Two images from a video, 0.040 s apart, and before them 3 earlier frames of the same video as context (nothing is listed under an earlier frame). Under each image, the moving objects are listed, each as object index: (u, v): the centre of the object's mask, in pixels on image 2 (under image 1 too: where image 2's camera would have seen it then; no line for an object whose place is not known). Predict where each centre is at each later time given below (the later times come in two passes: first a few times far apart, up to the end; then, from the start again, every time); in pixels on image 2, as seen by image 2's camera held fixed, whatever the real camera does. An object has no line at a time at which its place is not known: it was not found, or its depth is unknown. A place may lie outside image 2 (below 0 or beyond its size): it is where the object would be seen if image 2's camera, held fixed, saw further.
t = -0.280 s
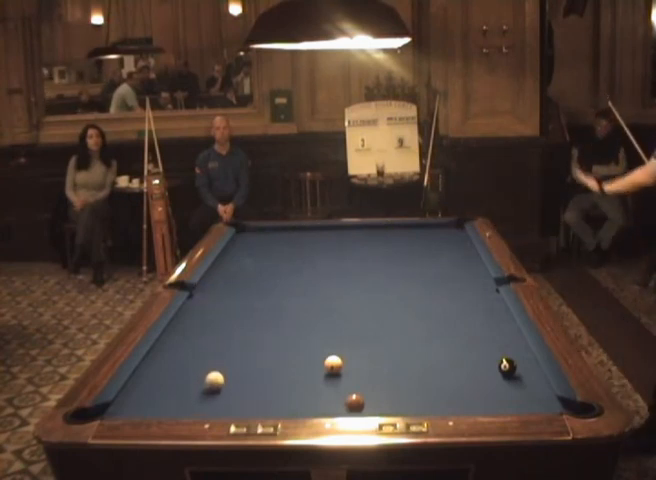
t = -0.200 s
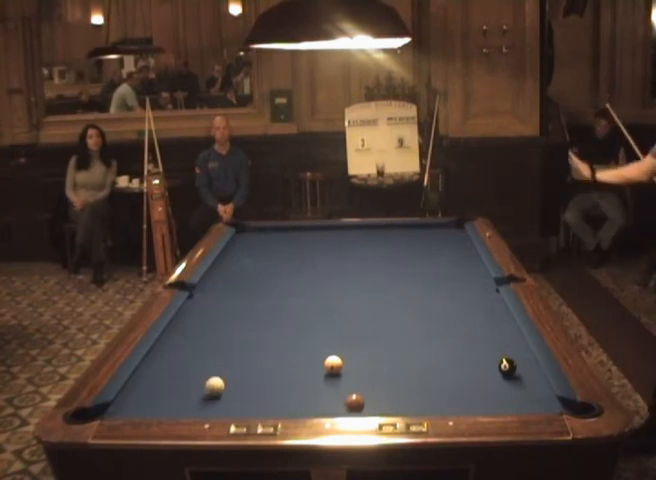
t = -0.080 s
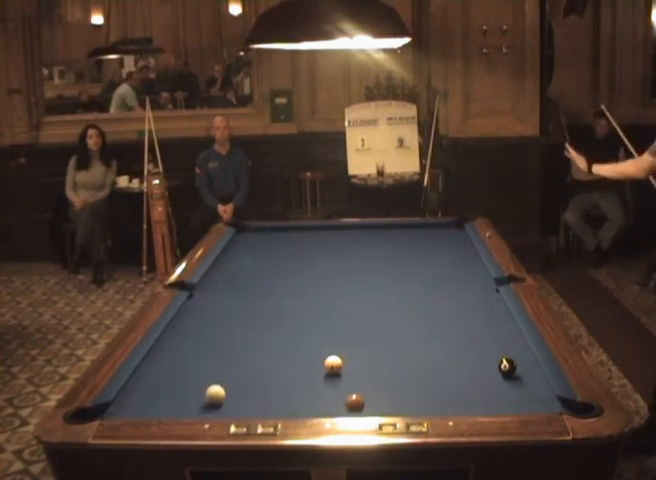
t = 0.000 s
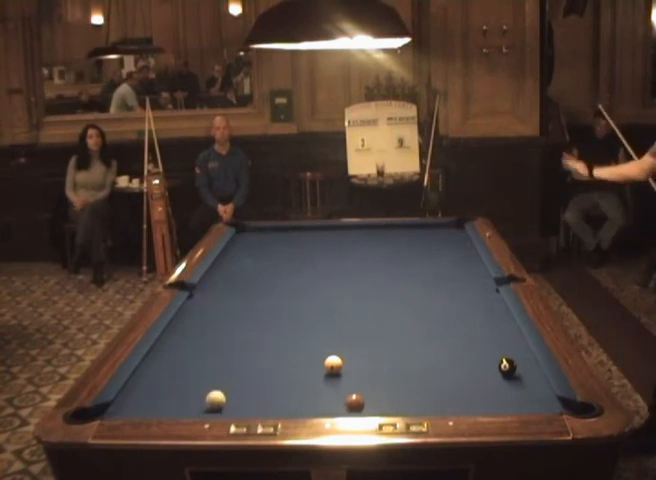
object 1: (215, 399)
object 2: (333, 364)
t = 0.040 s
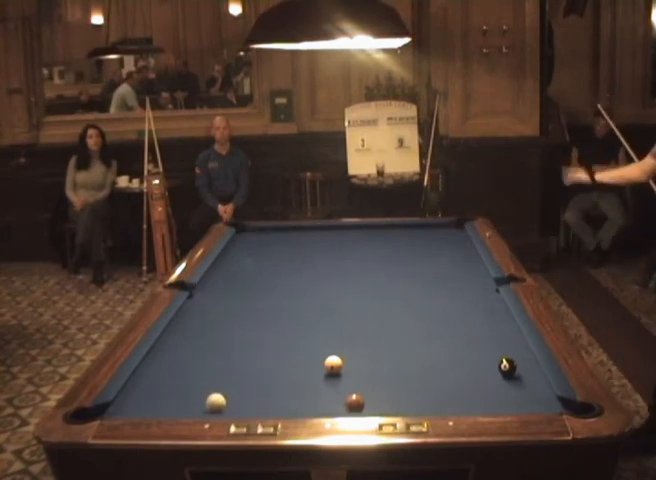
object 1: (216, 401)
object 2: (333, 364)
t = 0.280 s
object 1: (227, 404)
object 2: (333, 364)
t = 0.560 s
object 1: (249, 397)
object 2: (333, 364)
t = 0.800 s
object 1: (266, 389)
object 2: (333, 364)
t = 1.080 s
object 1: (283, 381)
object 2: (333, 364)
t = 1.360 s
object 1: (298, 375)
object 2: (333, 364)
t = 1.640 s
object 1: (311, 369)
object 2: (333, 364)
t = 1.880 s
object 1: (315, 366)
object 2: (338, 363)
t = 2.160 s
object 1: (316, 363)
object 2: (345, 362)
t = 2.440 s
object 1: (316, 360)
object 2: (350, 361)
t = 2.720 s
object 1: (316, 359)
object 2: (353, 361)
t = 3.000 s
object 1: (316, 359)
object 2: (355, 361)
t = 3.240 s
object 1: (316, 359)
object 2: (355, 361)
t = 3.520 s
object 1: (316, 359)
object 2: (354, 361)
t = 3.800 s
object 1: (316, 359)
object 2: (354, 361)
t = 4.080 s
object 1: (316, 359)
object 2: (354, 361)
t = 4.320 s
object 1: (316, 359)
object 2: (354, 361)
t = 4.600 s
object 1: (316, 359)
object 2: (354, 361)
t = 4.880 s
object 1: (316, 359)
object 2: (354, 361)
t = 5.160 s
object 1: (316, 359)
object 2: (354, 361)
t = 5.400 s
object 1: (316, 359)
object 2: (354, 361)
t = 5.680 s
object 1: (316, 359)
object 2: (354, 361)
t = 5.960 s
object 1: (316, 359)
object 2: (354, 361)
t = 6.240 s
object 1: (316, 359)
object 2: (354, 361)
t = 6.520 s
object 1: (316, 359)
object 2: (354, 361)
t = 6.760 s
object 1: (316, 359)
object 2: (354, 361)
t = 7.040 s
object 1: (316, 359)
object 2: (354, 361)
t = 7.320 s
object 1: (316, 359)
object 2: (354, 361)
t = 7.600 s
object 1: (316, 359)
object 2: (354, 361)
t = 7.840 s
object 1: (316, 359)
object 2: (354, 361)
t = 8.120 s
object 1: (316, 359)
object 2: (354, 361)
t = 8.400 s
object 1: (316, 359)
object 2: (354, 361)
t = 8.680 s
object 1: (316, 359)
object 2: (354, 361)
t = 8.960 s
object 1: (316, 359)
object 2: (355, 361)
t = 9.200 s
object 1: (316, 359)
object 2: (355, 361)
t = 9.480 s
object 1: (316, 359)
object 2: (354, 361)
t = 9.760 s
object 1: (316, 359)
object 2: (355, 361)
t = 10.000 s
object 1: (316, 359)
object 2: (355, 361)
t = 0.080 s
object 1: (216, 404)
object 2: (333, 364)
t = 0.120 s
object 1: (216, 406)
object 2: (333, 364)
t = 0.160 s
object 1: (216, 408)
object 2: (333, 364)
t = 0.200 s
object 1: (220, 406)
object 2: (333, 364)
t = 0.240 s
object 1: (224, 405)
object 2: (333, 364)
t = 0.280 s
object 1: (227, 404)
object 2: (333, 364)
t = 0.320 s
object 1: (230, 403)
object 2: (333, 364)
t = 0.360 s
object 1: (234, 402)
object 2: (333, 364)
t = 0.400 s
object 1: (237, 401)
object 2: (333, 364)
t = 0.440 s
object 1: (240, 400)
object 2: (333, 364)
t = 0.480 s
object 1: (242, 400)
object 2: (333, 364)
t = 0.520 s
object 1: (246, 399)
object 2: (333, 364)
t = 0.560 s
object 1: (249, 397)
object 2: (333, 364)
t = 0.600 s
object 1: (251, 396)
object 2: (333, 364)
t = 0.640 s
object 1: (255, 394)
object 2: (333, 364)
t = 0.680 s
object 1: (257, 393)
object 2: (333, 364)
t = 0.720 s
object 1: (260, 391)
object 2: (333, 364)
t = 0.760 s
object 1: (263, 390)
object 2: (333, 364)
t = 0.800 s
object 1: (266, 389)
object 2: (333, 364)
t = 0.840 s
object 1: (268, 388)
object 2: (333, 364)
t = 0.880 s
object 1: (271, 387)
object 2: (333, 364)
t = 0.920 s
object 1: (273, 386)
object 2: (333, 364)
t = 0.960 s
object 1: (276, 385)
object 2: (333, 364)
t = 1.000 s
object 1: (278, 383)
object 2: (333, 364)
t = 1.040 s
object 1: (281, 383)
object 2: (333, 364)
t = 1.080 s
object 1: (283, 381)
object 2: (333, 364)
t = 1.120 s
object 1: (285, 380)
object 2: (333, 364)
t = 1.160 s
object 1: (288, 380)
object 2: (333, 364)
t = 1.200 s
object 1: (290, 379)
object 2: (333, 364)
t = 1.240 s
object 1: (292, 377)
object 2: (333, 364)
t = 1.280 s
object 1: (294, 376)
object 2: (333, 364)
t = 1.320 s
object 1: (296, 376)
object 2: (333, 364)
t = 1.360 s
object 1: (298, 375)
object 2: (333, 364)
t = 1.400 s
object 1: (300, 374)
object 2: (333, 364)
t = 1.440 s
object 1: (302, 373)
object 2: (333, 364)
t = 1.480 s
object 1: (304, 372)
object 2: (333, 364)
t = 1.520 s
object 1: (306, 371)
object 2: (333, 364)
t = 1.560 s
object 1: (308, 371)
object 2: (333, 364)
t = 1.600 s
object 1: (310, 369)
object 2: (333, 364)
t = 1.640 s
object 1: (311, 369)
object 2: (333, 364)
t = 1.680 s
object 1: (313, 368)
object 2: (333, 364)
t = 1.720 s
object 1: (314, 368)
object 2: (333, 364)
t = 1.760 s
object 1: (315, 367)
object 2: (334, 364)
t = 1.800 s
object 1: (315, 367)
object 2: (335, 364)
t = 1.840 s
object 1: (315, 366)
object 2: (336, 364)
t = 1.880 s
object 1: (315, 366)
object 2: (338, 363)
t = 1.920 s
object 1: (316, 365)
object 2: (339, 363)
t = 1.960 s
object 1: (316, 365)
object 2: (340, 363)
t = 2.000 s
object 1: (316, 364)
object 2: (341, 363)
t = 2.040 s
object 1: (316, 363)
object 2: (342, 363)
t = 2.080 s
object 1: (316, 363)
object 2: (343, 363)
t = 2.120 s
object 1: (316, 363)
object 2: (344, 362)
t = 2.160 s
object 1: (316, 363)
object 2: (345, 362)
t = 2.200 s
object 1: (316, 362)
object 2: (345, 362)
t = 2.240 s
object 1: (317, 362)
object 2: (346, 362)
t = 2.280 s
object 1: (316, 361)
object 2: (347, 362)
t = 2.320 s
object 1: (316, 361)
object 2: (348, 362)
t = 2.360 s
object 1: (316, 361)
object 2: (348, 361)
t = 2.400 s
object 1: (316, 361)
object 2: (349, 361)
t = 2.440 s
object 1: (316, 360)
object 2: (350, 361)
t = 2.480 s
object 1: (317, 360)
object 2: (350, 361)
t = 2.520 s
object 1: (317, 360)
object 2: (351, 361)
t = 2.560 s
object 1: (316, 360)
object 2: (351, 361)
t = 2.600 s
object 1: (316, 359)
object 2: (352, 361)
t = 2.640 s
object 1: (316, 359)
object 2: (352, 361)
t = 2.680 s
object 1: (316, 359)
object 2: (352, 361)
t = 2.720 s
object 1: (316, 359)
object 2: (353, 361)
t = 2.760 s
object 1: (316, 359)
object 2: (353, 360)
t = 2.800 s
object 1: (316, 359)
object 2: (354, 361)
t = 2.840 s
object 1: (317, 359)
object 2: (354, 361)
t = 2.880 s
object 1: (316, 359)
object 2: (354, 361)
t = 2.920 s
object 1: (316, 359)
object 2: (355, 361)
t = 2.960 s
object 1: (316, 359)
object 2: (355, 361)
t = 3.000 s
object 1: (316, 359)
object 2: (355, 361)
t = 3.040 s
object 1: (316, 359)
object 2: (355, 361)
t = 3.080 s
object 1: (316, 359)
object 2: (355, 361)
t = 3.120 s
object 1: (316, 359)
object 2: (355, 361)
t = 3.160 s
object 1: (316, 359)
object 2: (355, 361)
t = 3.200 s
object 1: (316, 359)
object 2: (355, 361)
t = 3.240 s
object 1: (316, 359)
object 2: (355, 361)
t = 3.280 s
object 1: (316, 359)
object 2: (355, 361)
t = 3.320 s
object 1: (316, 359)
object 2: (355, 361)
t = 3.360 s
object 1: (316, 359)
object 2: (354, 361)
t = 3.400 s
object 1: (316, 359)
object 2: (354, 361)
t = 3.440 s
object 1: (316, 359)
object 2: (354, 361)
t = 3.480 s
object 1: (316, 359)
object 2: (354, 361)
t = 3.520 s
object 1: (316, 359)
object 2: (354, 361)
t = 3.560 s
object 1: (316, 359)
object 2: (354, 361)
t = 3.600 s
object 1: (316, 359)
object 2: (354, 361)
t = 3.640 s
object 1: (316, 359)
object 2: (354, 361)
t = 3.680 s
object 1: (316, 359)
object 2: (354, 361)
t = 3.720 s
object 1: (316, 359)
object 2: (354, 361)
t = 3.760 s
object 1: (316, 359)
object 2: (354, 361)
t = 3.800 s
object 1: (316, 359)
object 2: (354, 361)
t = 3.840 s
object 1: (316, 359)
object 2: (354, 361)
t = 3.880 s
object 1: (316, 359)
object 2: (354, 361)
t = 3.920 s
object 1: (316, 359)
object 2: (354, 361)
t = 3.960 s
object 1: (316, 359)
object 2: (354, 361)
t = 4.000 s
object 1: (316, 359)
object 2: (354, 361)
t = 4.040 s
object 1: (316, 359)
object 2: (354, 361)
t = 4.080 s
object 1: (316, 359)
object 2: (354, 361)
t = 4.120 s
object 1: (316, 359)
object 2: (354, 361)
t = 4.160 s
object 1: (316, 359)
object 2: (354, 361)
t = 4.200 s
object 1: (316, 359)
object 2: (354, 361)
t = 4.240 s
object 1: (316, 359)
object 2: (354, 361)
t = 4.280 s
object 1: (316, 359)
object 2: (354, 361)
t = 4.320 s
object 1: (316, 359)
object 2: (354, 361)
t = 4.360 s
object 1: (316, 359)
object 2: (354, 361)
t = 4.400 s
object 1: (316, 359)
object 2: (354, 361)
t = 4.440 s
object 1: (316, 359)
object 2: (354, 361)
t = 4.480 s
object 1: (316, 359)
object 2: (354, 361)
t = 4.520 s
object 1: (316, 359)
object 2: (354, 361)
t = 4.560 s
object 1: (316, 359)
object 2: (354, 361)
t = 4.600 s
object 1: (316, 359)
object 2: (354, 361)
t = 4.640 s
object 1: (316, 359)
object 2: (354, 361)
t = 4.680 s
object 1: (316, 359)
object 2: (354, 361)
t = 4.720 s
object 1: (316, 359)
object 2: (354, 361)
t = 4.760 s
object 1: (316, 359)
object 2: (354, 361)
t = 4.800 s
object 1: (316, 359)
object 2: (354, 361)
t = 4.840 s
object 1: (316, 359)
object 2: (354, 361)
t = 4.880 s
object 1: (316, 359)
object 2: (354, 361)
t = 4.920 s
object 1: (316, 359)
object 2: (354, 361)
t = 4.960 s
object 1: (316, 359)
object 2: (354, 361)
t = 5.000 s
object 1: (316, 359)
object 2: (354, 361)
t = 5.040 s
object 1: (316, 359)
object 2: (354, 361)
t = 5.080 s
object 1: (316, 359)
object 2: (354, 361)
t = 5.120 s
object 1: (316, 359)
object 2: (354, 361)
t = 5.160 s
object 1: (316, 359)
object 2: (354, 361)
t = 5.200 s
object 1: (316, 359)
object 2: (354, 361)
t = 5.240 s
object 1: (316, 359)
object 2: (354, 361)
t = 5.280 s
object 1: (316, 359)
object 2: (354, 361)
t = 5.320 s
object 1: (316, 359)
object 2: (354, 361)
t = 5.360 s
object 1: (316, 359)
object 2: (354, 361)
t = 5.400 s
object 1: (316, 359)
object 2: (354, 361)
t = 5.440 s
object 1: (316, 359)
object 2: (354, 361)
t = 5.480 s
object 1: (316, 359)
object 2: (354, 361)
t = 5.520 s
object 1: (316, 359)
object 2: (354, 361)
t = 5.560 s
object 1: (316, 359)
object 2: (354, 361)
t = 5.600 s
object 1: (316, 359)
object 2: (354, 361)
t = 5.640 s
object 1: (316, 359)
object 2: (354, 361)
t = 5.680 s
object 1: (316, 359)
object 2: (354, 361)
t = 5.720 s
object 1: (316, 359)
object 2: (354, 361)
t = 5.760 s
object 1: (316, 359)
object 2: (354, 361)
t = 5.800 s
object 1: (316, 359)
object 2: (354, 361)
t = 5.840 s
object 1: (316, 359)
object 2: (354, 361)
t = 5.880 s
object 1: (316, 359)
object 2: (354, 361)
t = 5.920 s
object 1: (316, 359)
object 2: (354, 361)
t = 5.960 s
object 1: (316, 359)
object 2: (354, 361)
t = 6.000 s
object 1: (316, 359)
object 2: (354, 361)
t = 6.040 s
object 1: (316, 359)
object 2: (354, 361)
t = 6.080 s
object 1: (316, 359)
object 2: (354, 361)
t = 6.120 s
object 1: (316, 359)
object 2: (354, 361)
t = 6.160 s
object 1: (316, 359)
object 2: (354, 361)
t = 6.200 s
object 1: (316, 359)
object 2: (354, 361)
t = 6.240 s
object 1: (316, 359)
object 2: (354, 361)
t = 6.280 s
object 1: (316, 359)
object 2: (354, 361)
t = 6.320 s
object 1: (316, 359)
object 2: (354, 361)
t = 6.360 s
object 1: (316, 359)
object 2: (354, 361)
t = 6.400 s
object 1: (316, 359)
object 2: (354, 361)
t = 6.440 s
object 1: (316, 359)
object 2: (354, 361)
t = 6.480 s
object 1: (316, 359)
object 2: (354, 361)
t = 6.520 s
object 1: (316, 359)
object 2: (354, 361)
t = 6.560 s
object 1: (316, 359)
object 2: (354, 361)
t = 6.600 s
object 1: (316, 359)
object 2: (354, 361)
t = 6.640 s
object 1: (316, 359)
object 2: (354, 361)
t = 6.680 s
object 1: (316, 359)
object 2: (354, 361)
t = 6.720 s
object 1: (316, 359)
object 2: (354, 361)
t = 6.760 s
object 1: (316, 359)
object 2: (354, 361)
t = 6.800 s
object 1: (316, 359)
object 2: (354, 361)
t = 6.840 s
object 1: (316, 359)
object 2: (354, 361)
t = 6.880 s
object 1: (316, 359)
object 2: (354, 361)
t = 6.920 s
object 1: (316, 359)
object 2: (354, 361)
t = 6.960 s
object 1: (316, 359)
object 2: (354, 361)
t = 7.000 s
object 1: (316, 359)
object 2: (354, 361)
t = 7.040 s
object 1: (316, 359)
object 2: (354, 361)
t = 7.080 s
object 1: (316, 359)
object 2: (354, 361)
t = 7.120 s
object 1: (316, 359)
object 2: (354, 361)
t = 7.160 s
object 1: (316, 359)
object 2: (354, 361)
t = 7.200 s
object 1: (316, 359)
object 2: (354, 361)
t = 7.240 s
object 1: (316, 359)
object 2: (354, 361)
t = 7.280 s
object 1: (316, 359)
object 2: (354, 361)
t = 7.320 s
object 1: (316, 359)
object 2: (354, 361)
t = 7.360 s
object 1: (316, 359)
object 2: (354, 361)
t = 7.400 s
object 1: (316, 359)
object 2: (354, 361)
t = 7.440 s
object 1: (316, 359)
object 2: (354, 361)
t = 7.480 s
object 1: (316, 359)
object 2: (354, 361)
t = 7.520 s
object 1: (316, 359)
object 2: (354, 361)
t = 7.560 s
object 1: (316, 359)
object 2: (354, 361)
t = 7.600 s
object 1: (316, 359)
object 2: (354, 361)
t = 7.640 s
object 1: (316, 359)
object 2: (354, 361)
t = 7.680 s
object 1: (316, 359)
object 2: (354, 361)
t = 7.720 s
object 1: (316, 359)
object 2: (354, 361)
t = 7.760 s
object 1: (316, 359)
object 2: (354, 361)
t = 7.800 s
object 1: (316, 359)
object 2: (354, 361)
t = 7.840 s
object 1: (316, 359)
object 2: (354, 361)
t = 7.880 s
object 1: (316, 359)
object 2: (354, 361)
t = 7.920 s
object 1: (316, 359)
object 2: (354, 361)
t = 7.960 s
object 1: (316, 359)
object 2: (354, 361)
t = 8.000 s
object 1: (316, 359)
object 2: (354, 361)
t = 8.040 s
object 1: (316, 359)
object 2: (354, 361)
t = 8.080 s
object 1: (316, 359)
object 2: (354, 361)
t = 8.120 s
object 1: (316, 359)
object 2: (354, 361)
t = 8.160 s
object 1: (316, 359)
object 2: (354, 361)
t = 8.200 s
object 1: (316, 359)
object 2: (354, 361)
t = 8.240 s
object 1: (316, 359)
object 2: (354, 361)
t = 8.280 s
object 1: (316, 359)
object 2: (354, 361)
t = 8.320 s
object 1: (316, 359)
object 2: (354, 361)
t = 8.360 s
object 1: (316, 359)
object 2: (354, 361)
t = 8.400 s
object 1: (316, 359)
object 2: (354, 361)
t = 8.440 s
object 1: (316, 359)
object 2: (354, 361)
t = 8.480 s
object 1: (316, 359)
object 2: (354, 361)
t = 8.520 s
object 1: (316, 359)
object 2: (354, 361)
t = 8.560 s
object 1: (316, 359)
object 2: (354, 361)
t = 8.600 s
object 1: (316, 359)
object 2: (354, 361)
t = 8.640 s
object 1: (316, 359)
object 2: (354, 361)
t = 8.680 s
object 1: (316, 359)
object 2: (354, 361)
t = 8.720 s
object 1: (316, 359)
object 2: (354, 361)
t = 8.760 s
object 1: (316, 359)
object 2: (354, 361)
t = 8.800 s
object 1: (316, 359)
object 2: (354, 361)
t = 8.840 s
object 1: (316, 359)
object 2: (355, 361)
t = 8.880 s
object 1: (316, 359)
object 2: (355, 361)
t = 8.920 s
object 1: (316, 359)
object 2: (354, 361)
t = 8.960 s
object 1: (316, 359)
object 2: (355, 361)
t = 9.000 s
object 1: (316, 359)
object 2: (355, 361)
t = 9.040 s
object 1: (316, 359)
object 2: (355, 361)
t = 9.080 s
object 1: (316, 359)
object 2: (355, 361)
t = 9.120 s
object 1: (316, 359)
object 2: (355, 361)
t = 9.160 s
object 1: (316, 359)
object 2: (355, 361)
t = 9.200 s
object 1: (316, 359)
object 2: (355, 361)
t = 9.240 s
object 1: (316, 359)
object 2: (354, 361)
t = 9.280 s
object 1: (316, 359)
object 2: (355, 361)
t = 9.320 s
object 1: (316, 359)
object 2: (354, 361)
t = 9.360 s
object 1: (316, 359)
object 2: (354, 361)
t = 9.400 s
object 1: (316, 359)
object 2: (355, 361)
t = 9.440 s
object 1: (316, 359)
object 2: (354, 361)
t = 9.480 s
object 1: (316, 359)
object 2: (354, 361)
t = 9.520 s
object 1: (316, 359)
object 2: (355, 361)
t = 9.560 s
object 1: (316, 359)
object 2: (355, 361)
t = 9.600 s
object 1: (316, 359)
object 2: (355, 361)
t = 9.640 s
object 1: (316, 359)
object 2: (355, 361)
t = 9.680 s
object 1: (316, 359)
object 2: (355, 361)
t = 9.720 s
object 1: (316, 359)
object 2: (355, 361)
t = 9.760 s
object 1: (316, 359)
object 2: (355, 361)
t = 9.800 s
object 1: (316, 359)
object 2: (355, 361)
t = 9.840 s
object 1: (316, 359)
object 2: (355, 361)
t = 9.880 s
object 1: (316, 359)
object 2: (355, 361)
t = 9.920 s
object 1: (316, 359)
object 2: (355, 361)
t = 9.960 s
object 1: (316, 359)
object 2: (355, 361)
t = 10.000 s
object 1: (316, 359)
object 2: (355, 361)
